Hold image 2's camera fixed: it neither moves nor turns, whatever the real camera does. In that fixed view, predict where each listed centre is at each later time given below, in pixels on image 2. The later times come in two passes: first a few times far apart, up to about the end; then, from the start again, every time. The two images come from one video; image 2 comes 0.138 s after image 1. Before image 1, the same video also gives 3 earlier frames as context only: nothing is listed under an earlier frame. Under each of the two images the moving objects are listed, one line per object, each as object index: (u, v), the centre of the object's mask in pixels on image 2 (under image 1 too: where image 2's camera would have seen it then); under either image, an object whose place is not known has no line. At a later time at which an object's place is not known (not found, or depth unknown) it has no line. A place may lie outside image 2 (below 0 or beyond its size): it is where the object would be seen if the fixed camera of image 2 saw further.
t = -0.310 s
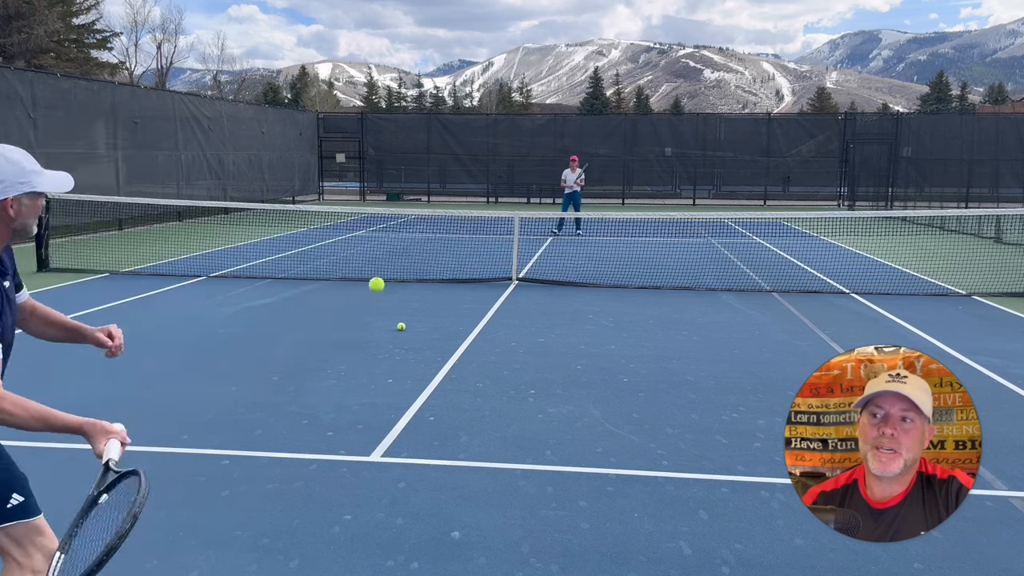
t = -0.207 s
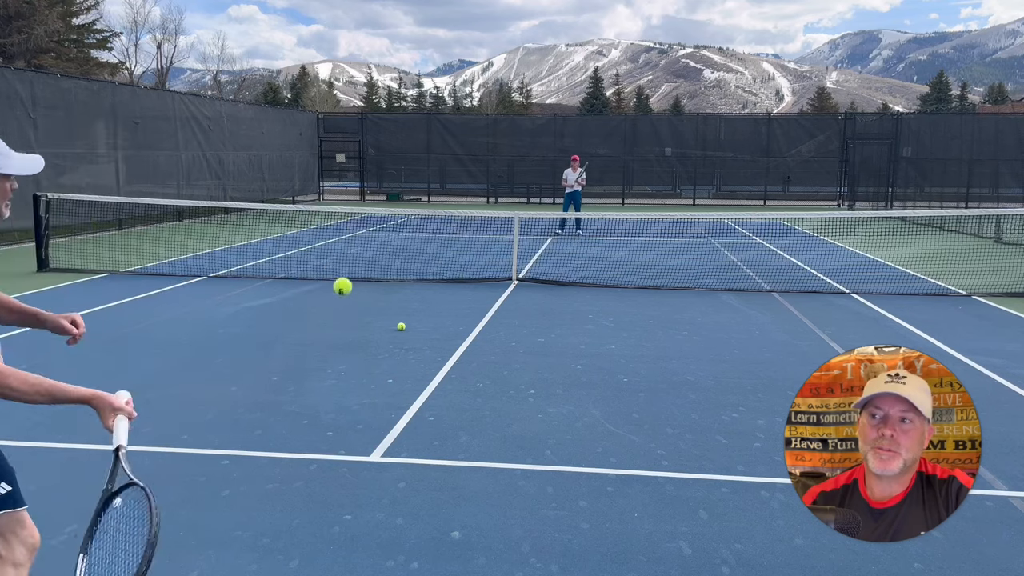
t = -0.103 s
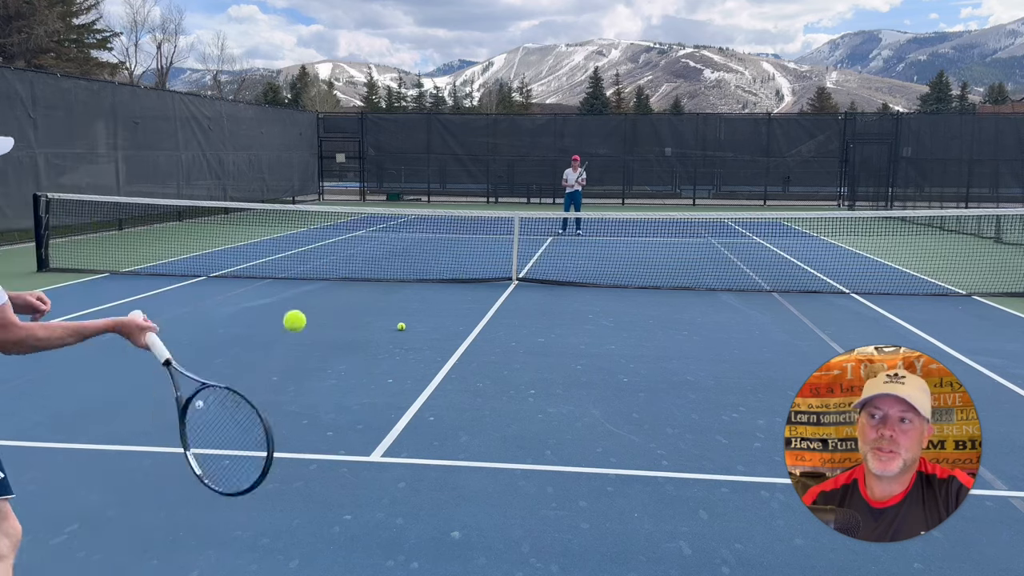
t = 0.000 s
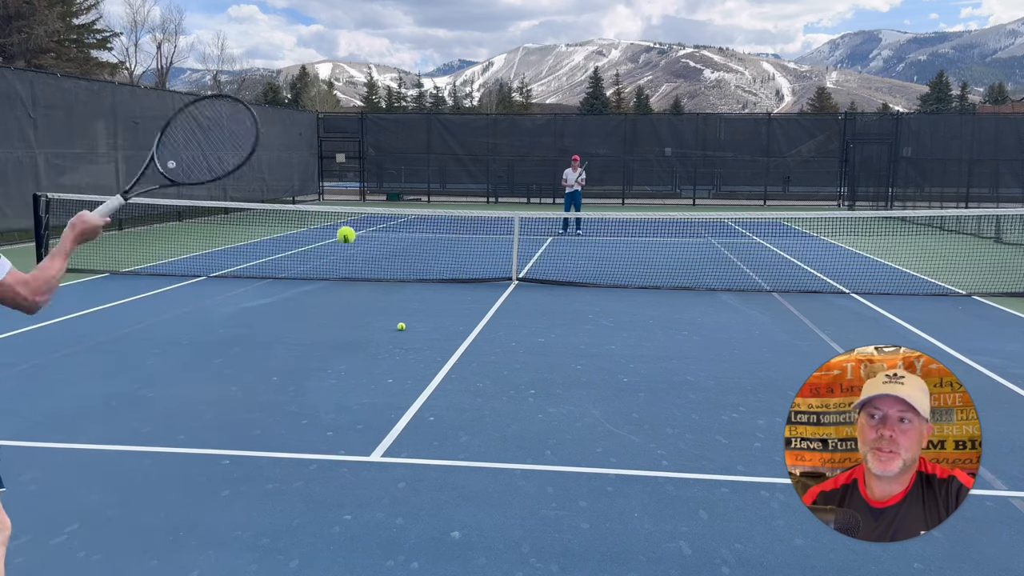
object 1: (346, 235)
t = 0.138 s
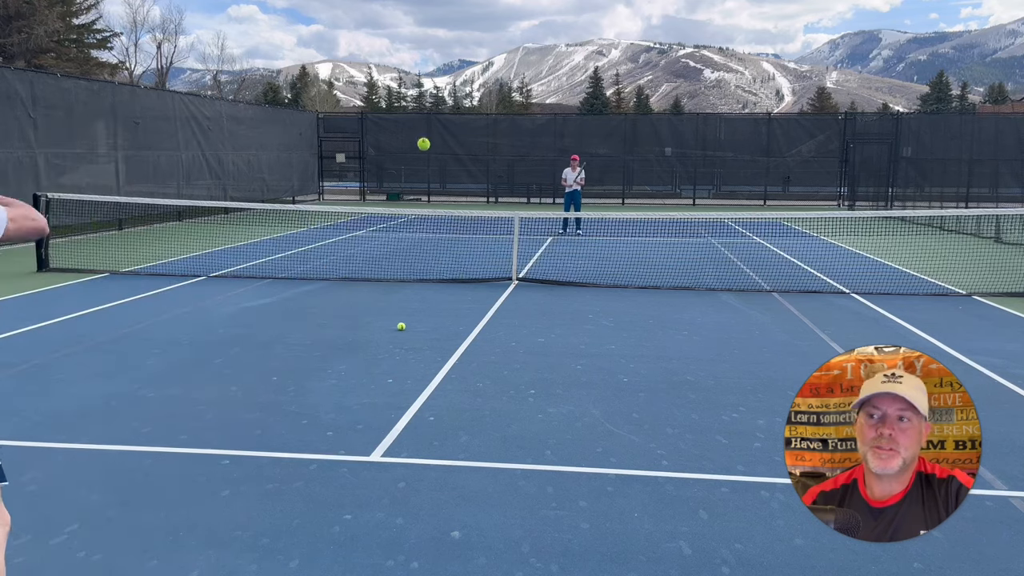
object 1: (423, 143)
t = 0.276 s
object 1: (468, 125)
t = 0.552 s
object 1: (502, 164)
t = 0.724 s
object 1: (513, 205)
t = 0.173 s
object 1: (435, 134)
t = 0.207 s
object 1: (445, 128)
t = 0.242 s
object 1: (461, 124)
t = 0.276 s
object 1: (468, 125)
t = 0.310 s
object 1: (474, 126)
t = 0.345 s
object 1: (479, 129)
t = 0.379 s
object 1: (484, 133)
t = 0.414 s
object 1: (488, 138)
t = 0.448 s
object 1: (492, 144)
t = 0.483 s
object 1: (496, 150)
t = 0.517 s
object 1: (499, 156)
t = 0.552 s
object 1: (502, 164)
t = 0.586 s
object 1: (504, 171)
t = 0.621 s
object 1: (507, 179)
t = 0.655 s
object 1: (509, 187)
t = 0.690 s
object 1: (511, 195)
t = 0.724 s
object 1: (513, 205)
